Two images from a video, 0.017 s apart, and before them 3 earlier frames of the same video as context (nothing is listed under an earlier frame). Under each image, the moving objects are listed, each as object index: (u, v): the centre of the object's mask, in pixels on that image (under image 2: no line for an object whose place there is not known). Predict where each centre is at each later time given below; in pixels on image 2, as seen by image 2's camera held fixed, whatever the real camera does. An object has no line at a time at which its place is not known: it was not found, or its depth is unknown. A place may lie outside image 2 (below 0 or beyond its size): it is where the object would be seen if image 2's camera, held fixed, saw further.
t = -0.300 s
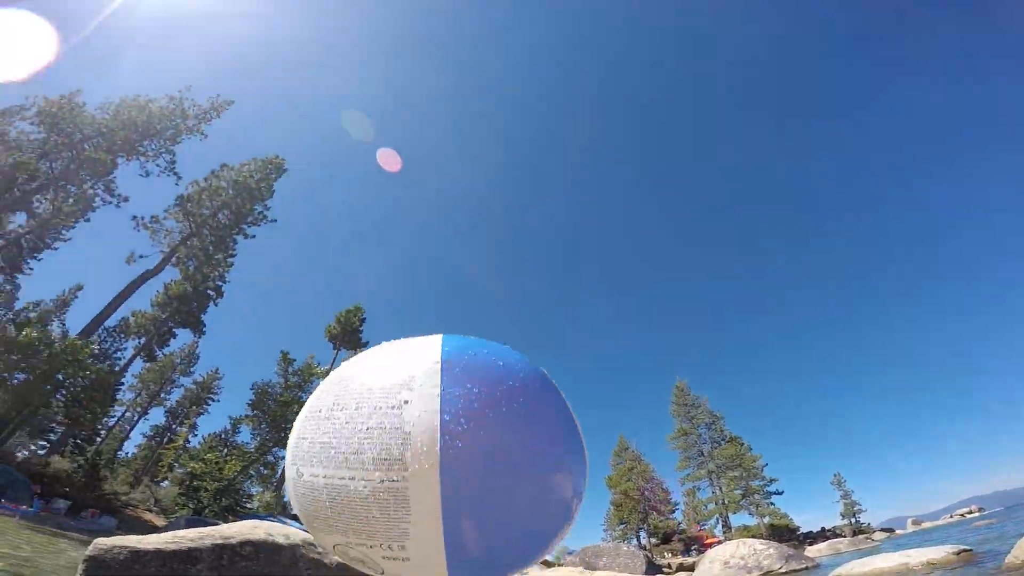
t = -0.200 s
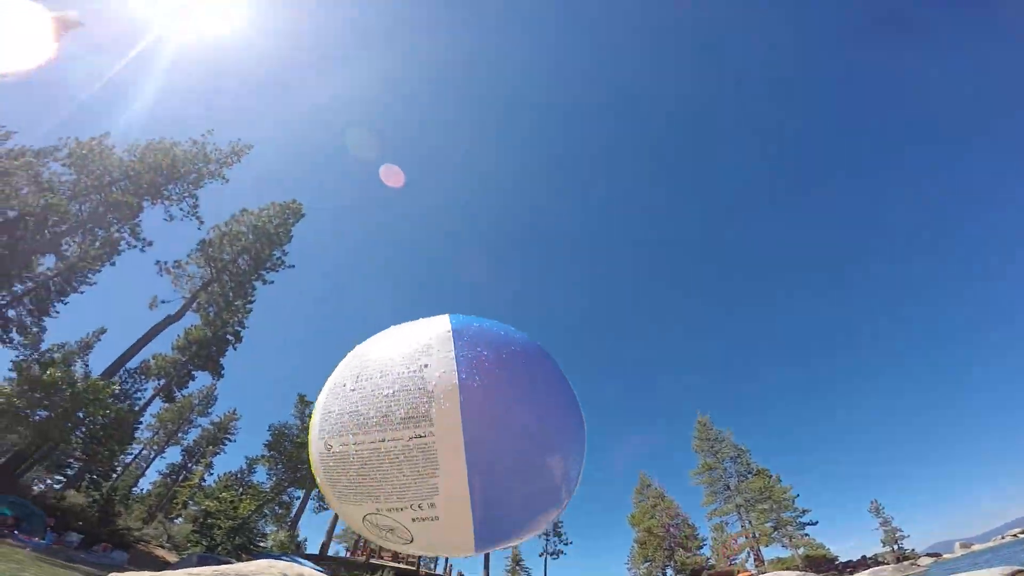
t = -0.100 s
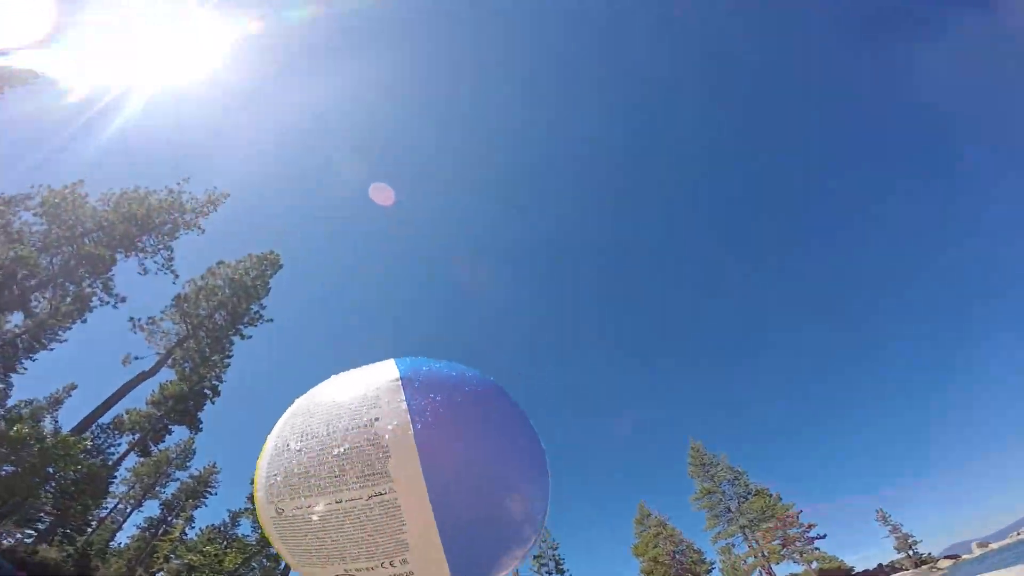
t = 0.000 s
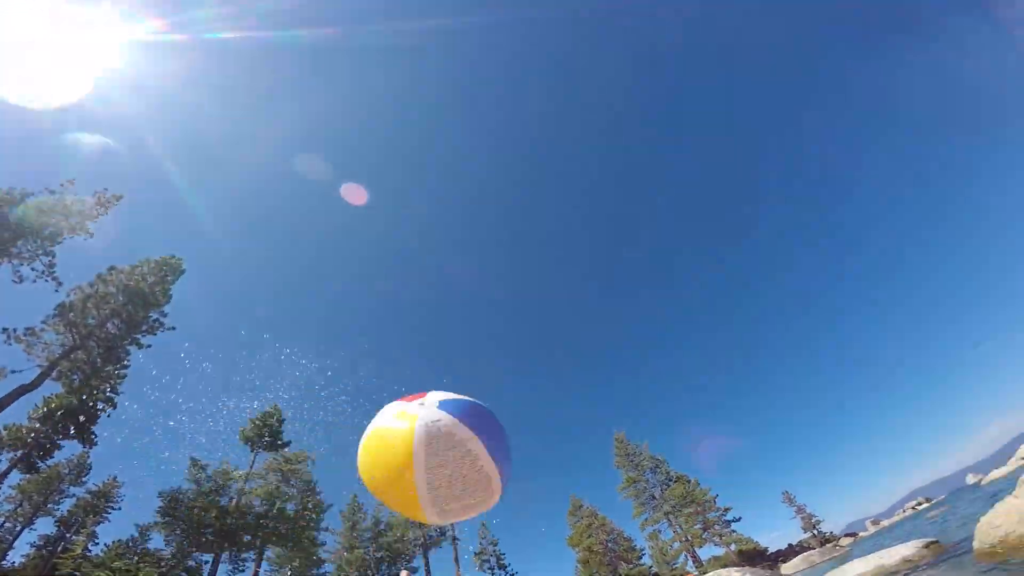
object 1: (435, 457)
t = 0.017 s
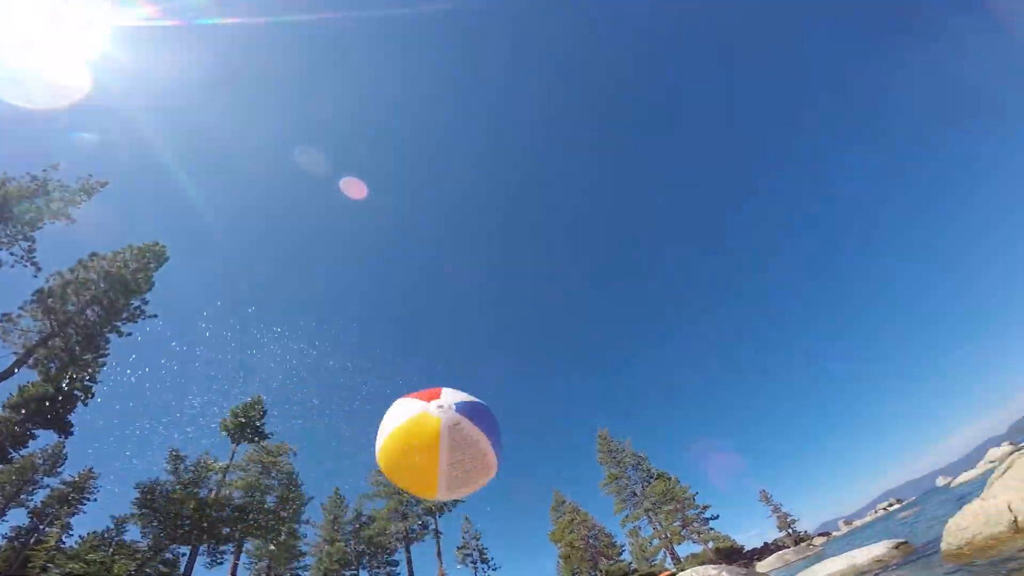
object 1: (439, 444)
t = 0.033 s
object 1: (449, 434)
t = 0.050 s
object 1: (454, 428)
